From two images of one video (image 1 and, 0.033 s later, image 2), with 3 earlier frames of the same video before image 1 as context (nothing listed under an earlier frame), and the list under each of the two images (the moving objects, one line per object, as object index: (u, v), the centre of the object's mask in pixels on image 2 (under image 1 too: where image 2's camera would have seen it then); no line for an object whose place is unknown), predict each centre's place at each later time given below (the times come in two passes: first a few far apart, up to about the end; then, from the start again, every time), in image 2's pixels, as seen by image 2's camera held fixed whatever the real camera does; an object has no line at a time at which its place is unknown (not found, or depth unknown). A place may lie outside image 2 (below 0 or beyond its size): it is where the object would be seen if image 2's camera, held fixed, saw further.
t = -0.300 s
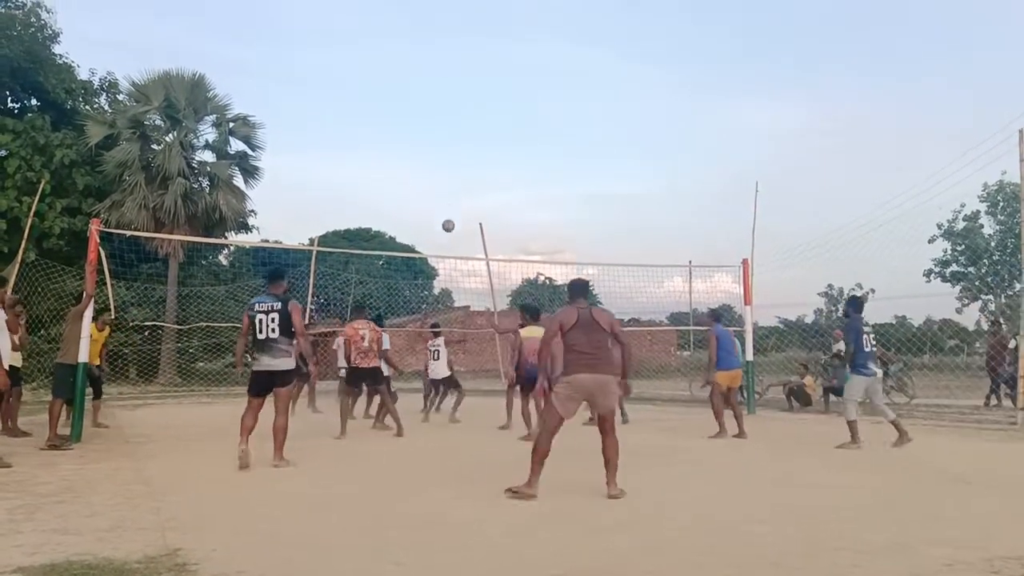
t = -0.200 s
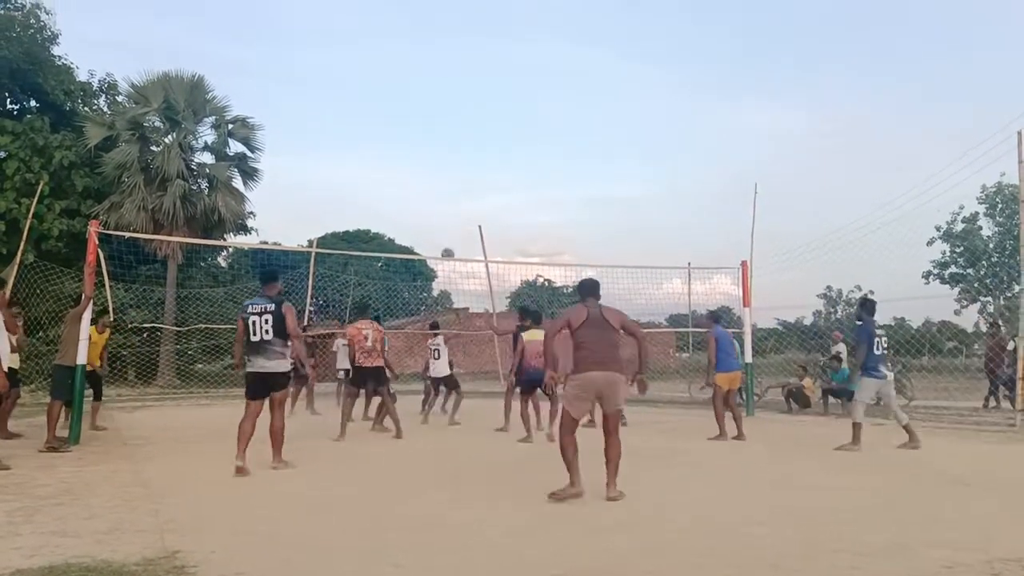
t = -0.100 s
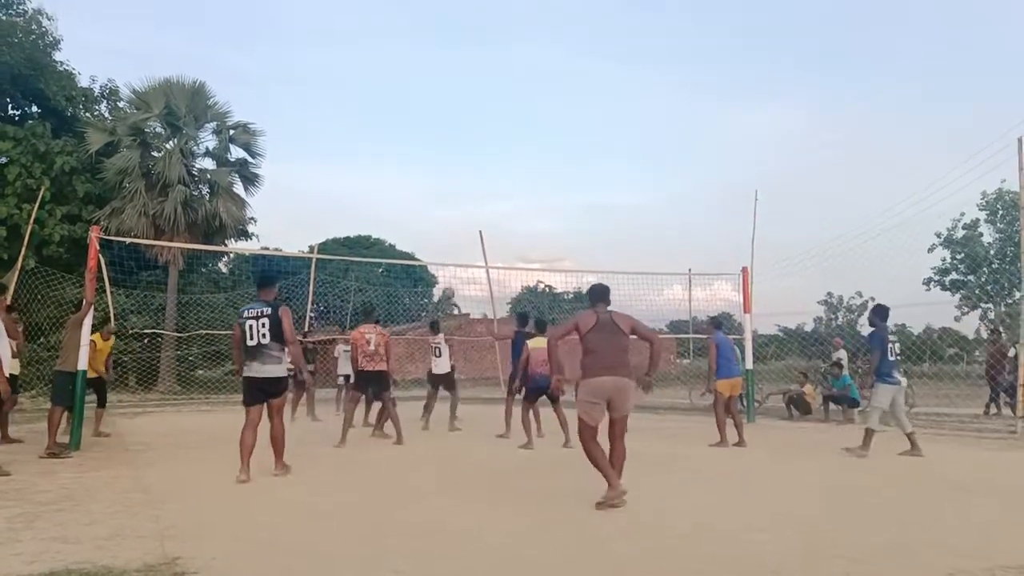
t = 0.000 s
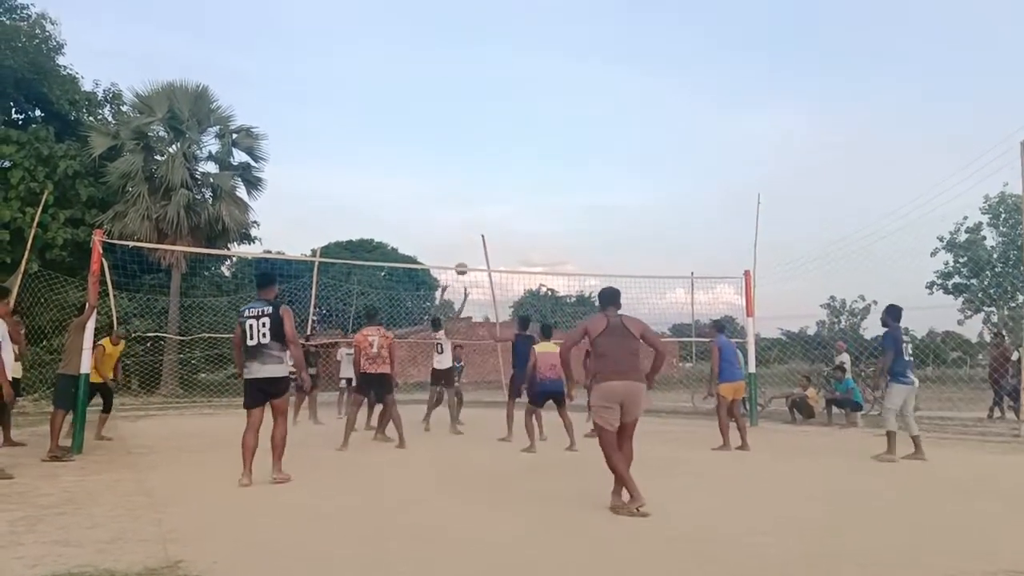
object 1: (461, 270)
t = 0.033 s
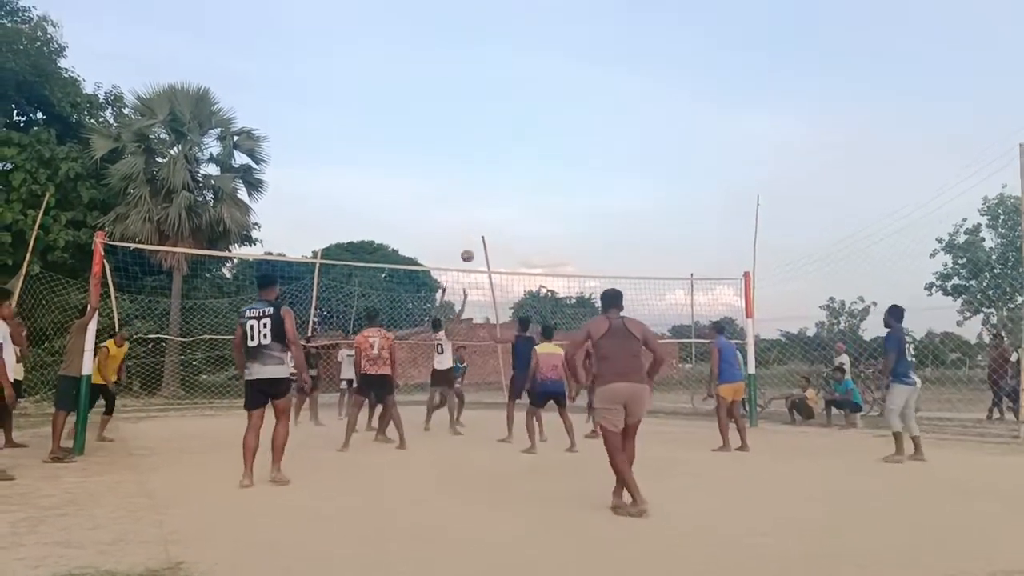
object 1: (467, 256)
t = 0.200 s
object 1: (494, 196)
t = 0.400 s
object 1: (525, 148)
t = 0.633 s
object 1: (558, 124)
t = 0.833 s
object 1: (585, 128)
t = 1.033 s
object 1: (612, 154)
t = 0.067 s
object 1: (473, 242)
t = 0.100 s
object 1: (478, 229)
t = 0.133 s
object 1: (484, 217)
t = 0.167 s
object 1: (489, 206)
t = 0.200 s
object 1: (494, 196)
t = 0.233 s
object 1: (499, 186)
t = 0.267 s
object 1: (504, 177)
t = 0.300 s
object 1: (510, 169)
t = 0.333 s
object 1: (515, 161)
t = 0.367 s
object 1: (520, 155)
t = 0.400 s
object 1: (525, 148)
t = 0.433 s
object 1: (529, 143)
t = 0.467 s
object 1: (534, 138)
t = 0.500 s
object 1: (539, 134)
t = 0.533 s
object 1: (544, 130)
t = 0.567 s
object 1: (548, 127)
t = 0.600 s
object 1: (553, 125)
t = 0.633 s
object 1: (558, 124)
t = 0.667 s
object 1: (563, 123)
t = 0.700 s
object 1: (567, 123)
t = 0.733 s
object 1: (572, 123)
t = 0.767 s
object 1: (576, 124)
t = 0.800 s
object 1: (581, 126)
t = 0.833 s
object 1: (585, 128)
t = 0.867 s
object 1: (590, 131)
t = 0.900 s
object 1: (594, 135)
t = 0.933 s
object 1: (599, 138)
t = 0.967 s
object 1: (603, 143)
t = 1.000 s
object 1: (607, 149)
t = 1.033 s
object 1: (612, 154)
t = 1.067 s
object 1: (616, 161)
